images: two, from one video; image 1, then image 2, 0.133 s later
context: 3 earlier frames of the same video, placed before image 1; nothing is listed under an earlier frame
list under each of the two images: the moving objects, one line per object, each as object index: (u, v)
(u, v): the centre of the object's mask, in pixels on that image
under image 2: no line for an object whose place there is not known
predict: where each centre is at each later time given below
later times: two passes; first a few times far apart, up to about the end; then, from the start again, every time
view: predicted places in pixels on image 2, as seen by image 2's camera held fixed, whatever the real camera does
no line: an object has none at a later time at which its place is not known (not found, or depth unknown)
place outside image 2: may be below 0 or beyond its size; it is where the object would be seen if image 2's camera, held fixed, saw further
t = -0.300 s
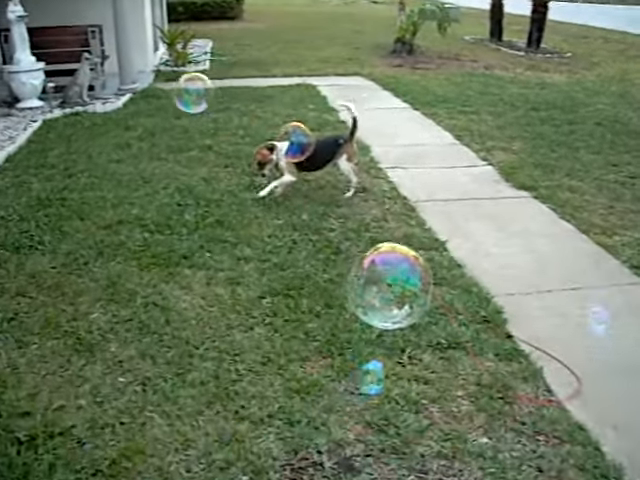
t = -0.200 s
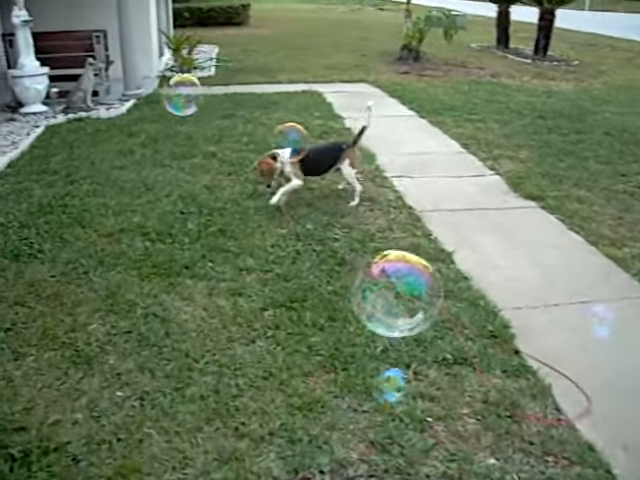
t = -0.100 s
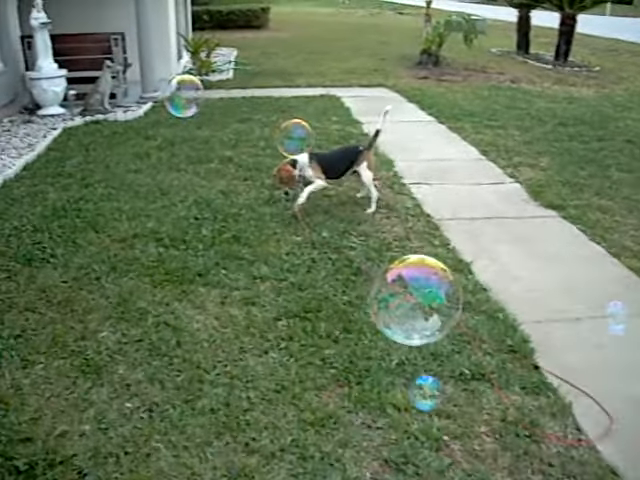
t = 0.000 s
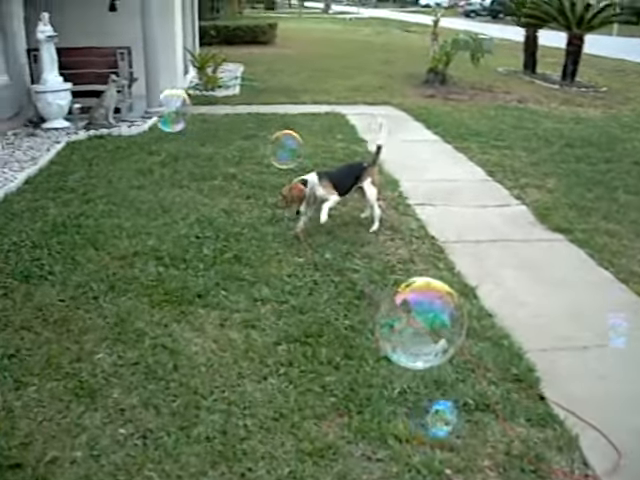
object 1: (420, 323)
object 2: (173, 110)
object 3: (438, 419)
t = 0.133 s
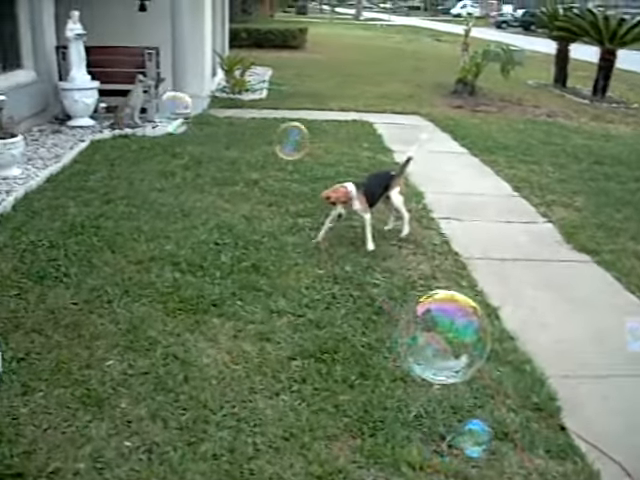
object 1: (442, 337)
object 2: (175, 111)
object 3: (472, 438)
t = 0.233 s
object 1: (449, 330)
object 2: (159, 106)
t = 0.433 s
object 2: (123, 115)
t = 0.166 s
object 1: (444, 335)
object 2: (172, 107)
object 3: (476, 437)
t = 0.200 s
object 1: (446, 332)
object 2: (164, 105)
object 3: (480, 435)
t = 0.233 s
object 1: (449, 330)
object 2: (159, 106)
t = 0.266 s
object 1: (451, 327)
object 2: (154, 107)
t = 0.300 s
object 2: (147, 108)
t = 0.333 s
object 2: (142, 108)
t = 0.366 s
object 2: (132, 111)
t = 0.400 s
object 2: (127, 112)
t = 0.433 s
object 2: (123, 115)
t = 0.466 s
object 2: (116, 112)
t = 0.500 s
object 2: (111, 111)
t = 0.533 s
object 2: (107, 113)
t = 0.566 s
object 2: (103, 113)
